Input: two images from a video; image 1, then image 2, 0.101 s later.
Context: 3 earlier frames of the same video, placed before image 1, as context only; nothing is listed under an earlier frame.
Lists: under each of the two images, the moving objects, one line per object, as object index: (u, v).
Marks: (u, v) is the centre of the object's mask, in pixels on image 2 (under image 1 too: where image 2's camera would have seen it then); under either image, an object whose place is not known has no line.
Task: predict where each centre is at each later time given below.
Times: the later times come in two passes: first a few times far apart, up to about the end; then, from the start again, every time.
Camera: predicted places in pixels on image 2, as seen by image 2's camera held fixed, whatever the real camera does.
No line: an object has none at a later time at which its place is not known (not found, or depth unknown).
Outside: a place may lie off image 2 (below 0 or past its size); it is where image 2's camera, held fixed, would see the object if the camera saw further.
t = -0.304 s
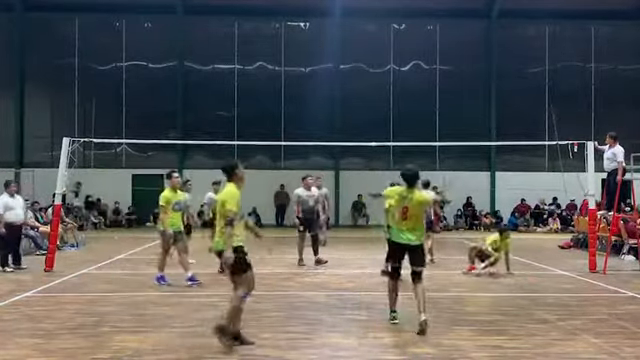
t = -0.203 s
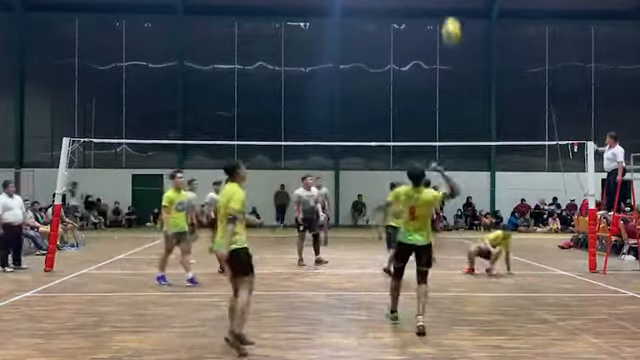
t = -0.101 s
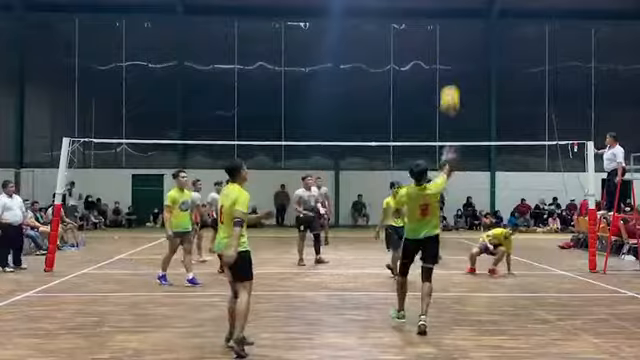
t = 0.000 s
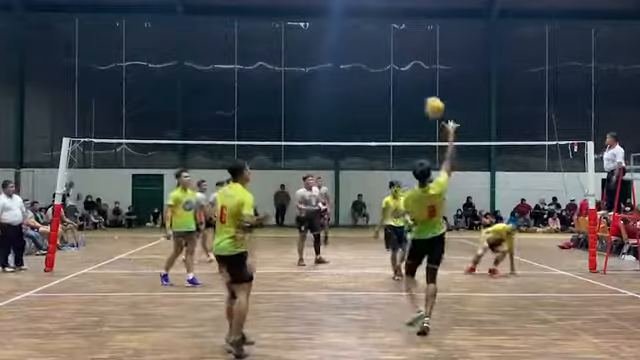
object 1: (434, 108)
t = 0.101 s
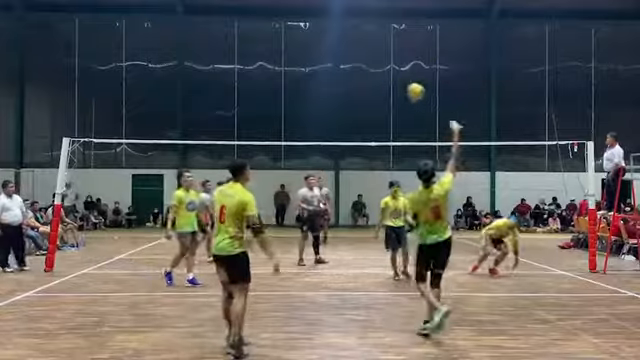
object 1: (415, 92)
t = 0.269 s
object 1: (391, 88)
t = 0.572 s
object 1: (361, 125)
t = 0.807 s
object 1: (344, 173)
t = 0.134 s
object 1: (410, 89)
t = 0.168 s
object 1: (405, 87)
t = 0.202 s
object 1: (400, 87)
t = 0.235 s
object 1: (395, 87)
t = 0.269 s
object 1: (391, 88)
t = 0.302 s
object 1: (387, 90)
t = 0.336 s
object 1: (383, 93)
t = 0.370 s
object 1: (380, 96)
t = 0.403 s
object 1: (376, 100)
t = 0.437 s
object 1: (373, 104)
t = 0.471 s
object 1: (370, 108)
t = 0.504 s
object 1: (366, 114)
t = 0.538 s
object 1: (364, 120)
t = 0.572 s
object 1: (361, 125)
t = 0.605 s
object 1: (358, 132)
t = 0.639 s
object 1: (356, 136)
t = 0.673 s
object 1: (353, 145)
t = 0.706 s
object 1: (351, 151)
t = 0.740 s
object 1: (348, 157)
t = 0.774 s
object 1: (345, 165)
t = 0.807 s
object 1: (344, 173)
